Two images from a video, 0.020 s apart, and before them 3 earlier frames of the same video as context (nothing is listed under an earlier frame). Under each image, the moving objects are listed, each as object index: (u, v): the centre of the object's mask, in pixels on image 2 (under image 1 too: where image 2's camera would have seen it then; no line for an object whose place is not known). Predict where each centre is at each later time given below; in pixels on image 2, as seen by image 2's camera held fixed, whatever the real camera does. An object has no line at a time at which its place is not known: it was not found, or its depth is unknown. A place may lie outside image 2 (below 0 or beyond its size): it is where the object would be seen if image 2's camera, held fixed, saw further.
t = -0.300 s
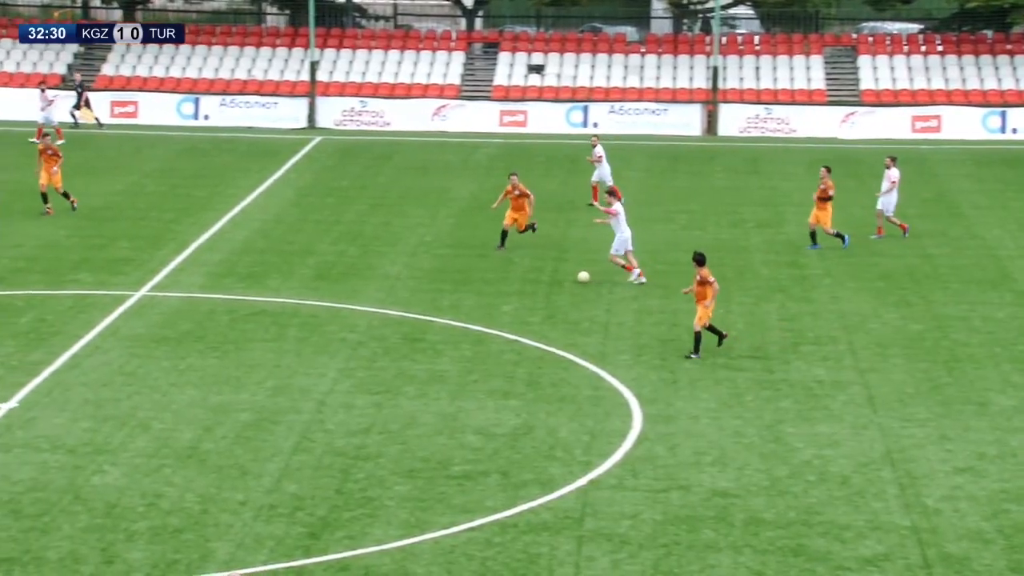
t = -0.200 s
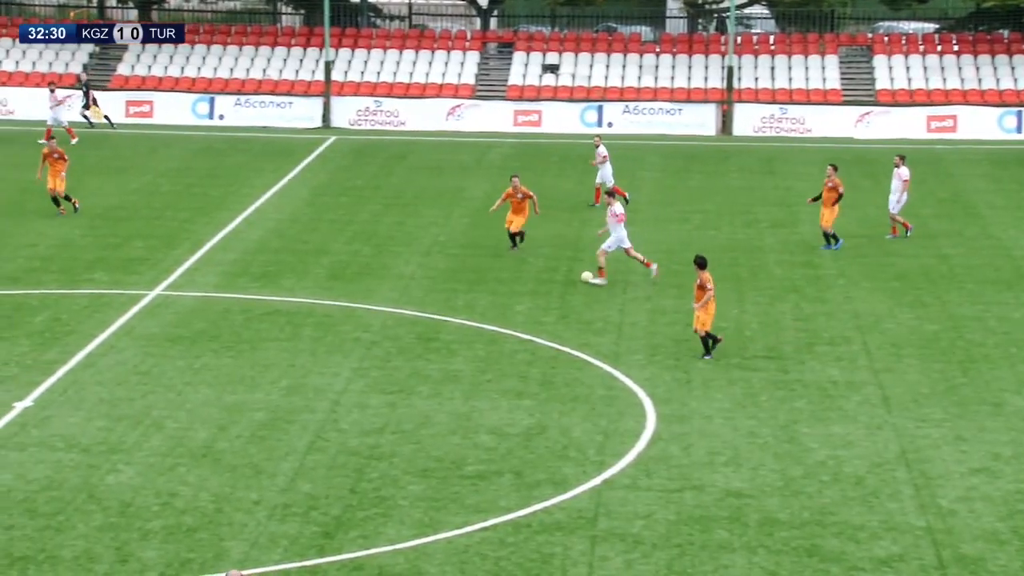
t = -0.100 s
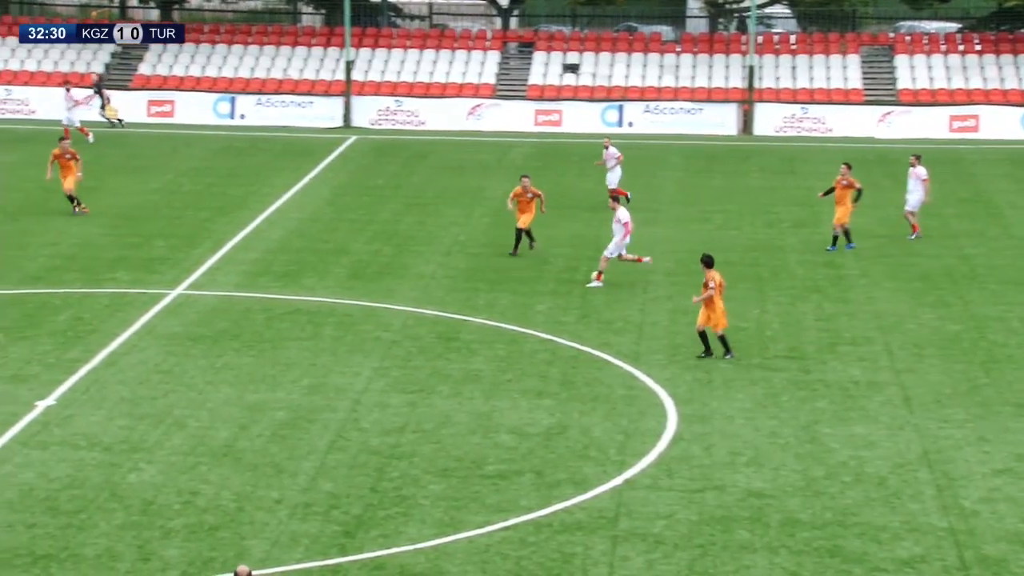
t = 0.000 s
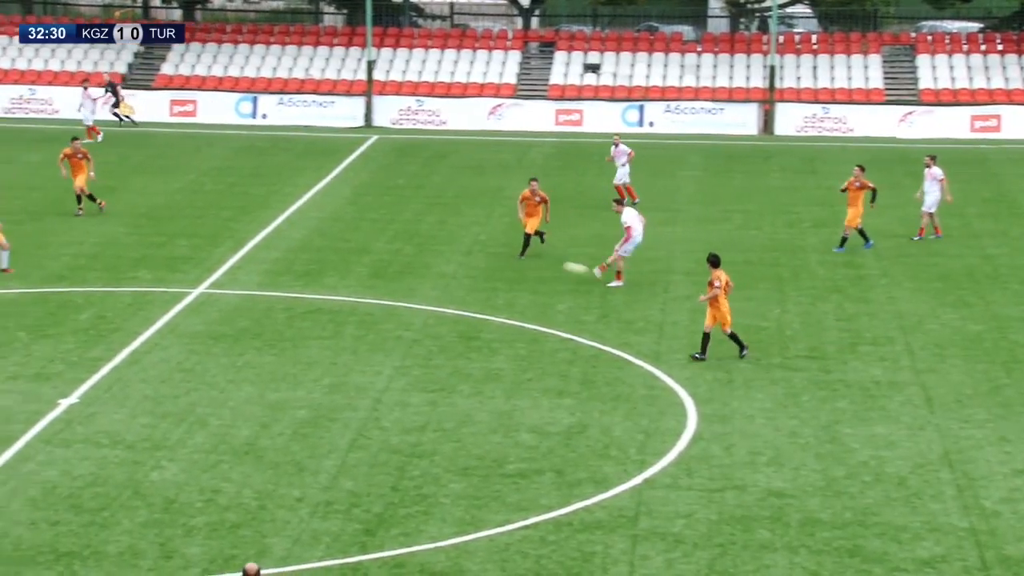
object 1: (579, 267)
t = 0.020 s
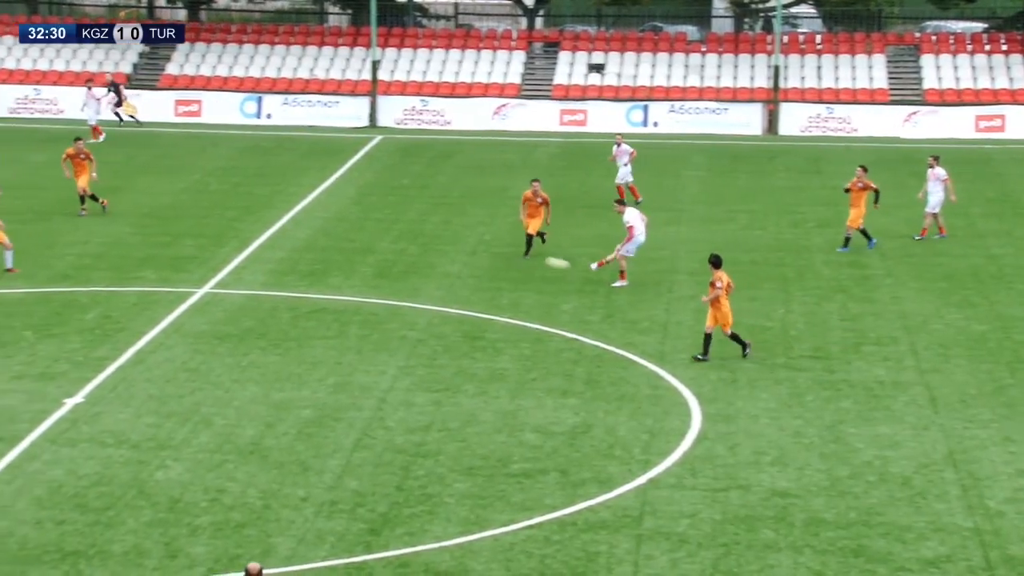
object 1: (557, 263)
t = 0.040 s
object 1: (536, 258)
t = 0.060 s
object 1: (513, 254)
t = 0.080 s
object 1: (491, 249)
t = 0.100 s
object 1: (469, 246)
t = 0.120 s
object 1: (447, 241)
